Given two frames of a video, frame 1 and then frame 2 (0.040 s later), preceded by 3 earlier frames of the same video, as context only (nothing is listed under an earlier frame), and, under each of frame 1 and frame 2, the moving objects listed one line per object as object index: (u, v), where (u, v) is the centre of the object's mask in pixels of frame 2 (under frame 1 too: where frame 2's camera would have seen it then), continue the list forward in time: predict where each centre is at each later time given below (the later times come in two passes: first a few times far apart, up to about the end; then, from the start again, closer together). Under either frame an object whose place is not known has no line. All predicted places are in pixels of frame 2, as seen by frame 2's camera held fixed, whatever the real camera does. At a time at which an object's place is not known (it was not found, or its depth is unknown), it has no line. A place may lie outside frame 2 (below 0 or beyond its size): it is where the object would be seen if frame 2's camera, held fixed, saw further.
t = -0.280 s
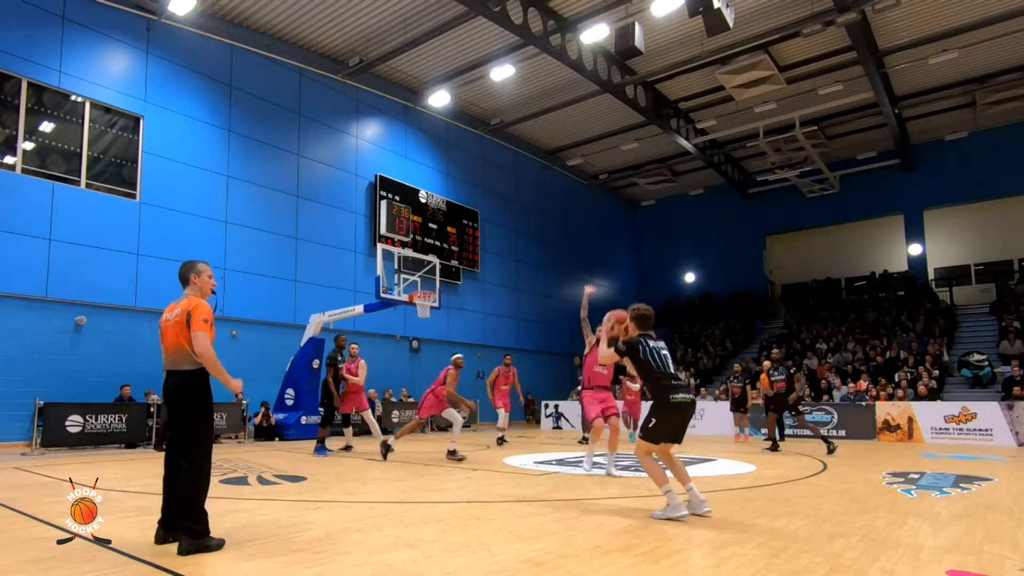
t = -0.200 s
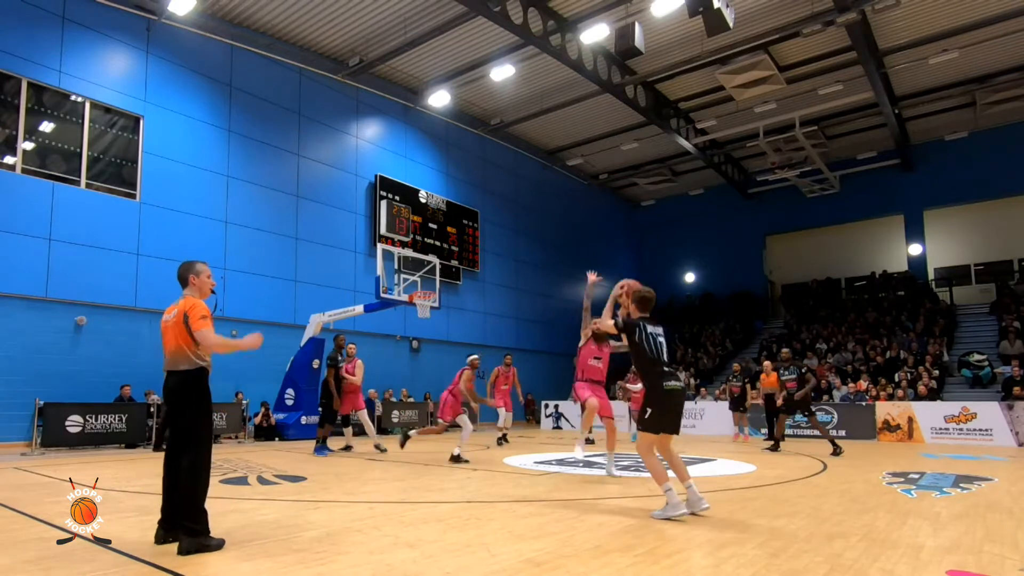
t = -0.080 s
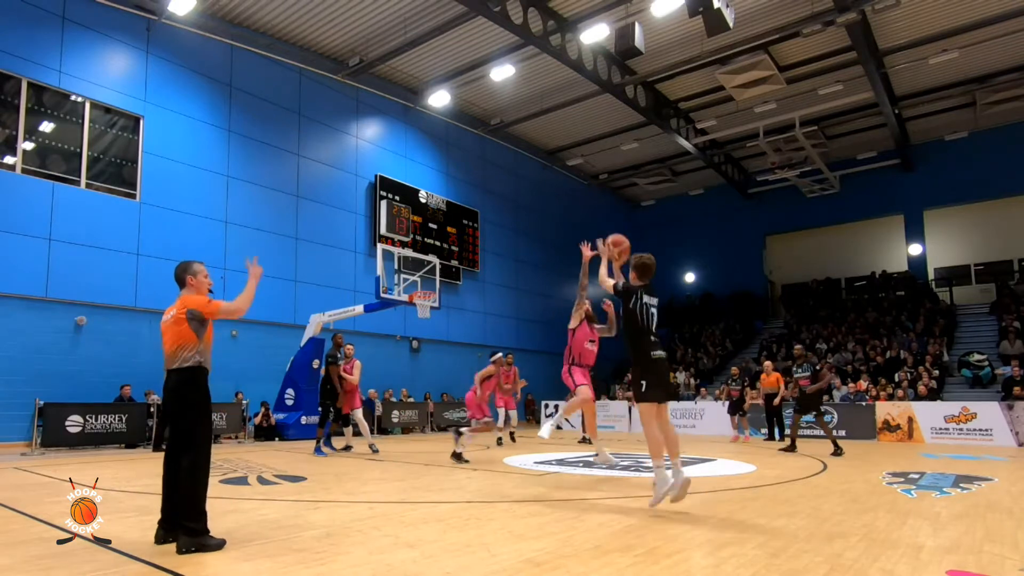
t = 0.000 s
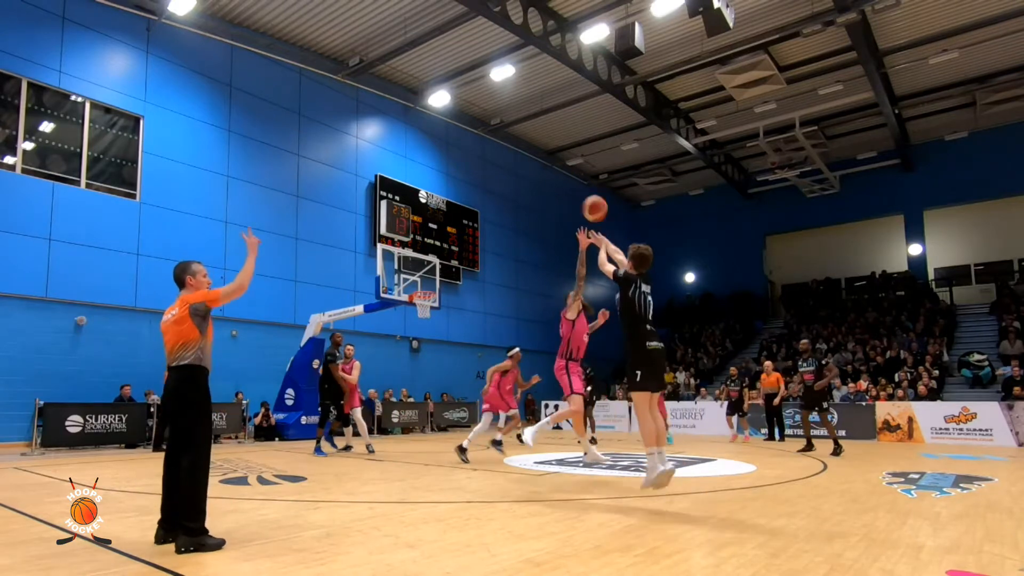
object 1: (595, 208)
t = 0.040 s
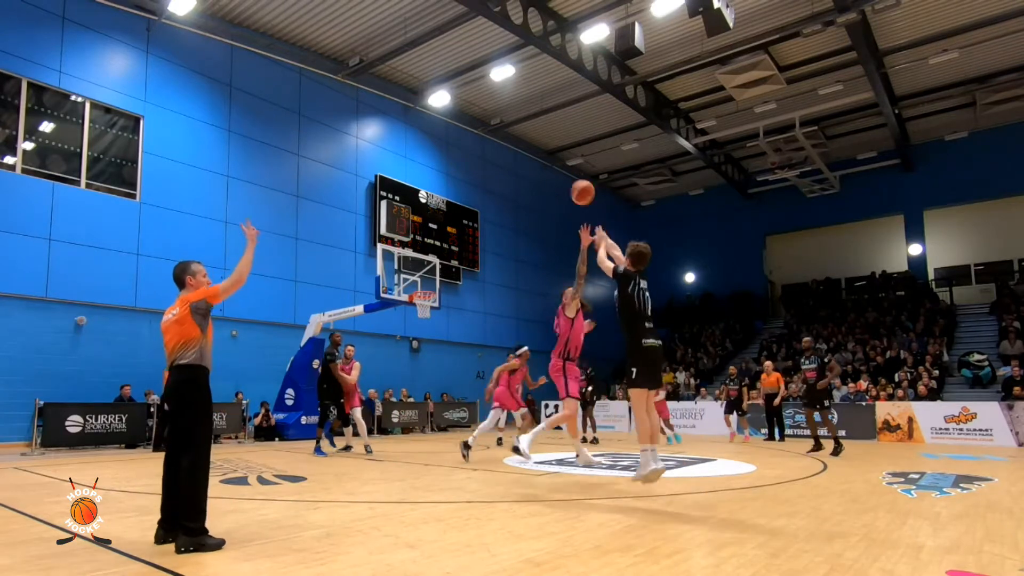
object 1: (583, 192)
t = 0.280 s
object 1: (526, 142)
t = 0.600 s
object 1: (477, 151)
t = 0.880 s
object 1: (448, 200)
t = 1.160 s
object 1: (426, 274)
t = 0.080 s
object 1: (571, 179)
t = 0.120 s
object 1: (561, 168)
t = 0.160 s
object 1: (551, 159)
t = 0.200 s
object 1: (542, 152)
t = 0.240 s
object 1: (534, 146)
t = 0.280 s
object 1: (526, 142)
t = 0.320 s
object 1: (519, 139)
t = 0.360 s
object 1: (512, 138)
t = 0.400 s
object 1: (505, 138)
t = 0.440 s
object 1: (499, 139)
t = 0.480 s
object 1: (493, 140)
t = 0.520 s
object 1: (487, 143)
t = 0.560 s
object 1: (482, 146)
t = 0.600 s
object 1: (477, 151)
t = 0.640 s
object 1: (472, 156)
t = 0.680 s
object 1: (468, 162)
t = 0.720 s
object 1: (463, 168)
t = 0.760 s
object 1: (459, 175)
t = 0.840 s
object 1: (452, 191)
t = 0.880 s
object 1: (448, 200)
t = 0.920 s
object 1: (444, 209)
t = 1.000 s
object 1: (438, 229)
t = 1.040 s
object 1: (435, 240)
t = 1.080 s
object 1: (432, 250)
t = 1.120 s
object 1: (429, 262)
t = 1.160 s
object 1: (426, 274)
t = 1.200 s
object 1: (424, 286)
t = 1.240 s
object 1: (423, 297)
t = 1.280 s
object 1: (426, 296)
